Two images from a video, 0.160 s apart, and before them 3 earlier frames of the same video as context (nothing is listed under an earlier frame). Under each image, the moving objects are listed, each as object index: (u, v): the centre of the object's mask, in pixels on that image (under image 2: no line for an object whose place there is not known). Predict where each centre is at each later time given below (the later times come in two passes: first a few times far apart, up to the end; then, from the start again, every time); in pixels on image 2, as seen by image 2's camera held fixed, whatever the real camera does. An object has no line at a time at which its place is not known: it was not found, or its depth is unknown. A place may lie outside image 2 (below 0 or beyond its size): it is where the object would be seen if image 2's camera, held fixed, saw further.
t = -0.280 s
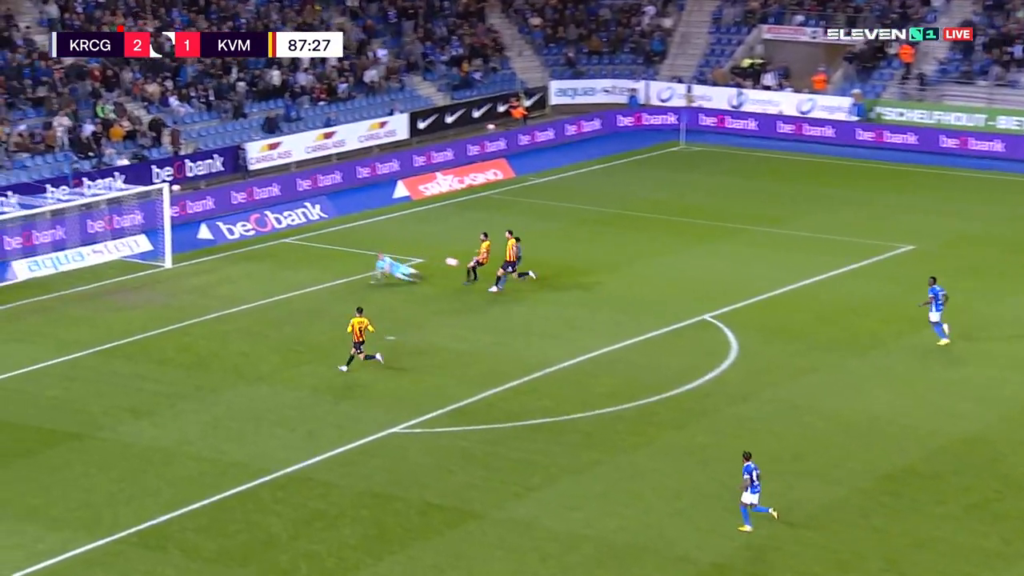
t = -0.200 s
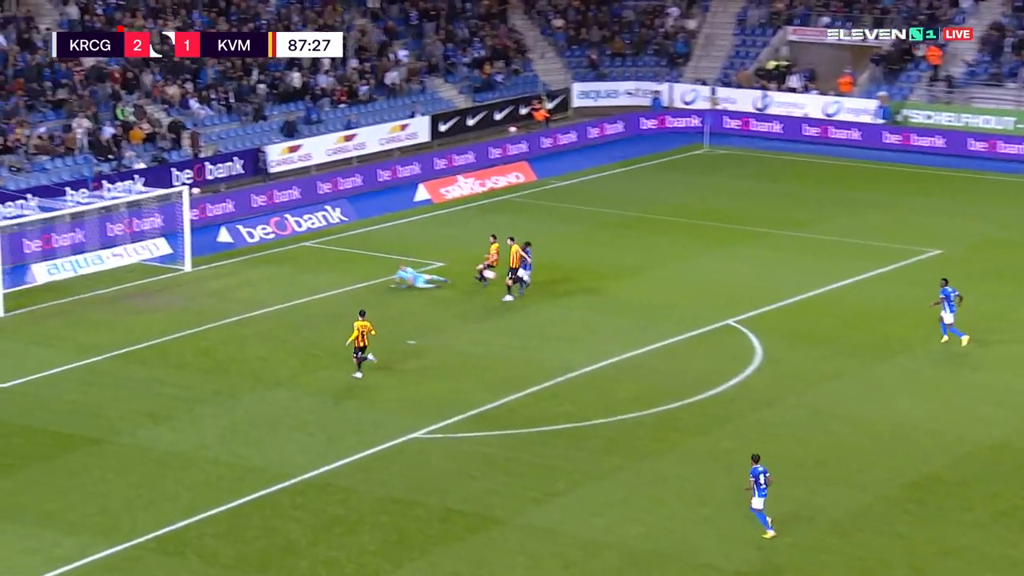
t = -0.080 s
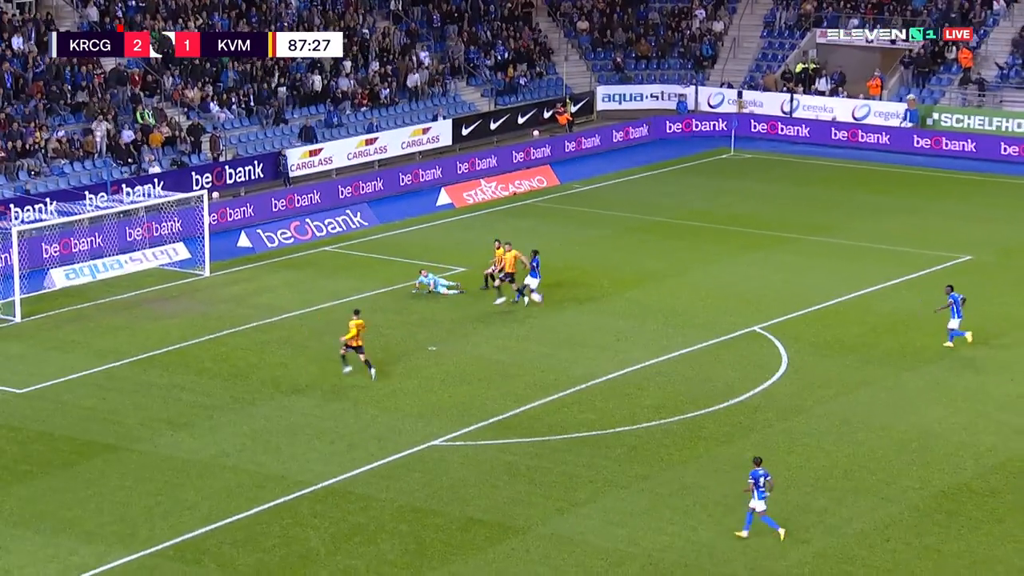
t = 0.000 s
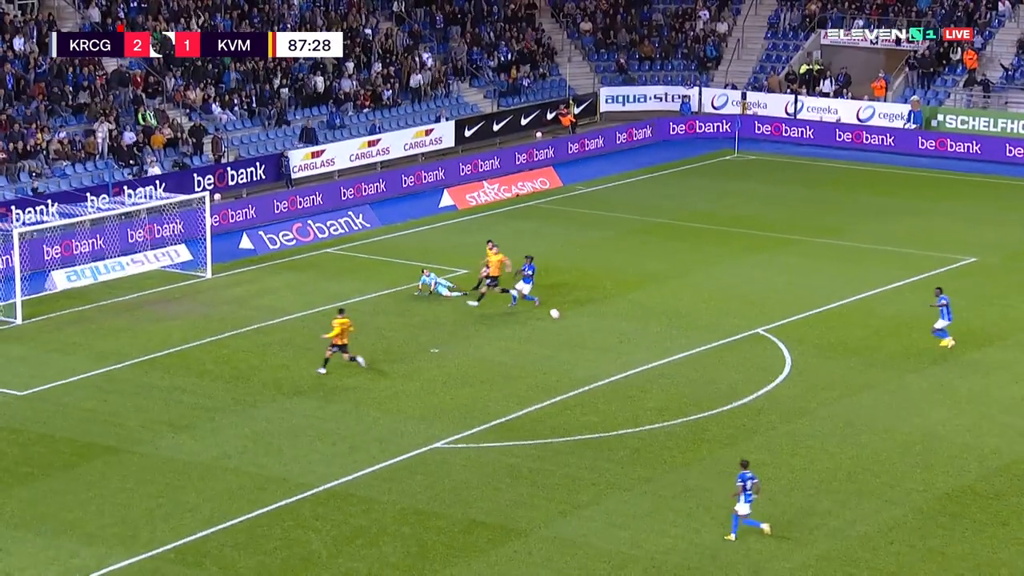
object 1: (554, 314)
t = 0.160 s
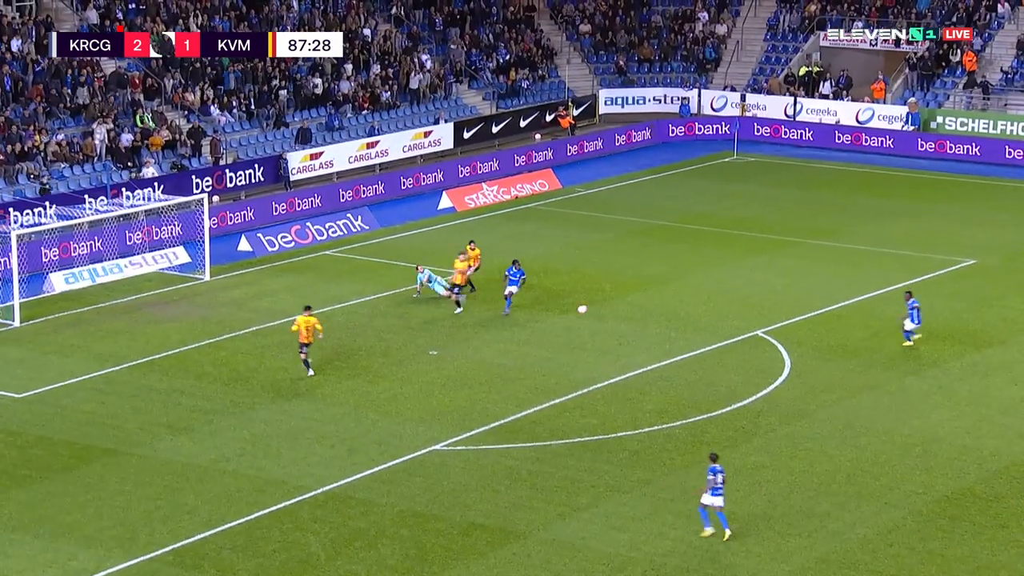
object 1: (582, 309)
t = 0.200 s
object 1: (589, 308)
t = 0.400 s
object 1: (624, 312)
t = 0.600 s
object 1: (659, 330)
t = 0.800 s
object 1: (693, 329)
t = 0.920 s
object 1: (714, 331)
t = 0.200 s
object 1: (589, 308)
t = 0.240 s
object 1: (596, 308)
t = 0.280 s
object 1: (603, 308)
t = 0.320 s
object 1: (610, 309)
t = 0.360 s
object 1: (617, 310)
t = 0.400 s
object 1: (624, 312)
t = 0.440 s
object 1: (631, 315)
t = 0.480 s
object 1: (638, 317)
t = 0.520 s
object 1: (645, 321)
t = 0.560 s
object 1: (652, 326)
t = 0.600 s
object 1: (659, 330)
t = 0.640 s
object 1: (666, 334)
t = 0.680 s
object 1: (673, 333)
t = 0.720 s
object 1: (680, 330)
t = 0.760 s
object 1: (687, 329)
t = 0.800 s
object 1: (693, 329)
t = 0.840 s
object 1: (700, 329)
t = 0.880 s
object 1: (707, 330)
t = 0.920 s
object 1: (714, 331)
